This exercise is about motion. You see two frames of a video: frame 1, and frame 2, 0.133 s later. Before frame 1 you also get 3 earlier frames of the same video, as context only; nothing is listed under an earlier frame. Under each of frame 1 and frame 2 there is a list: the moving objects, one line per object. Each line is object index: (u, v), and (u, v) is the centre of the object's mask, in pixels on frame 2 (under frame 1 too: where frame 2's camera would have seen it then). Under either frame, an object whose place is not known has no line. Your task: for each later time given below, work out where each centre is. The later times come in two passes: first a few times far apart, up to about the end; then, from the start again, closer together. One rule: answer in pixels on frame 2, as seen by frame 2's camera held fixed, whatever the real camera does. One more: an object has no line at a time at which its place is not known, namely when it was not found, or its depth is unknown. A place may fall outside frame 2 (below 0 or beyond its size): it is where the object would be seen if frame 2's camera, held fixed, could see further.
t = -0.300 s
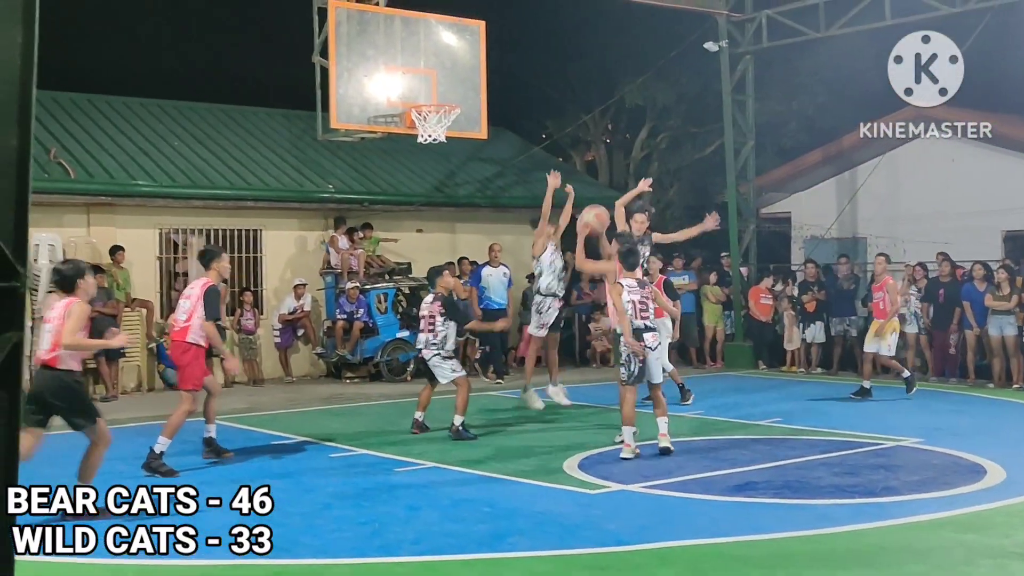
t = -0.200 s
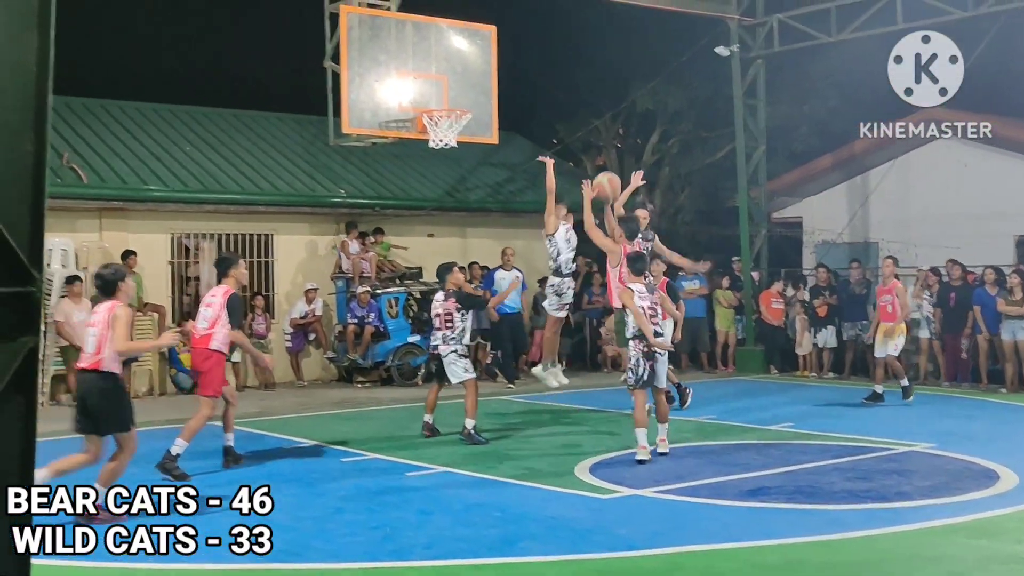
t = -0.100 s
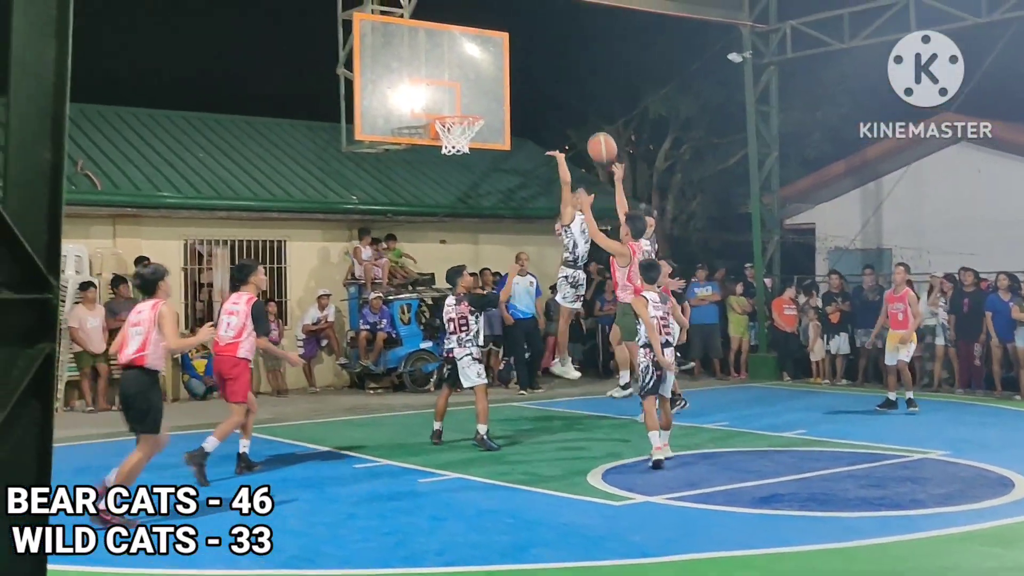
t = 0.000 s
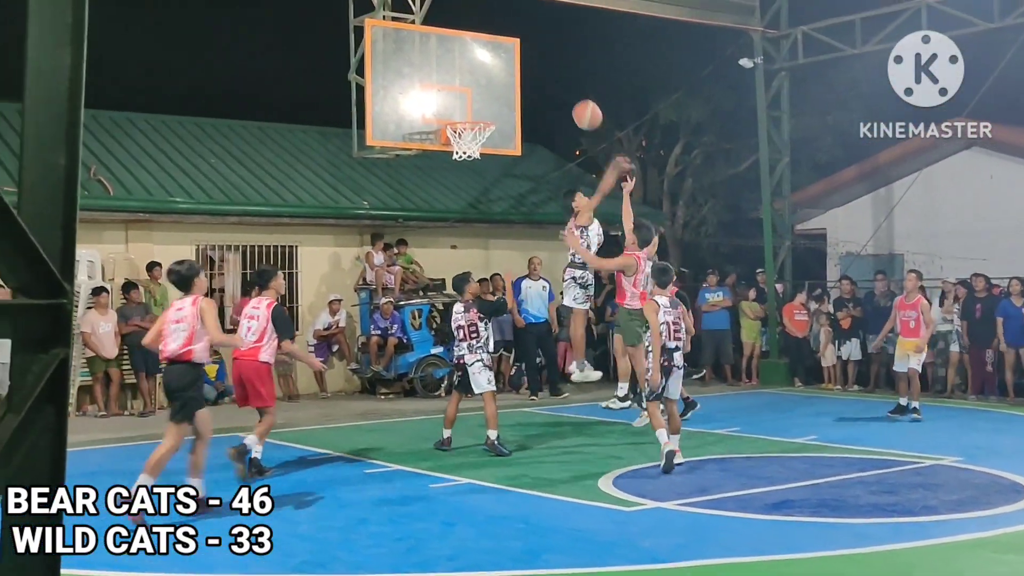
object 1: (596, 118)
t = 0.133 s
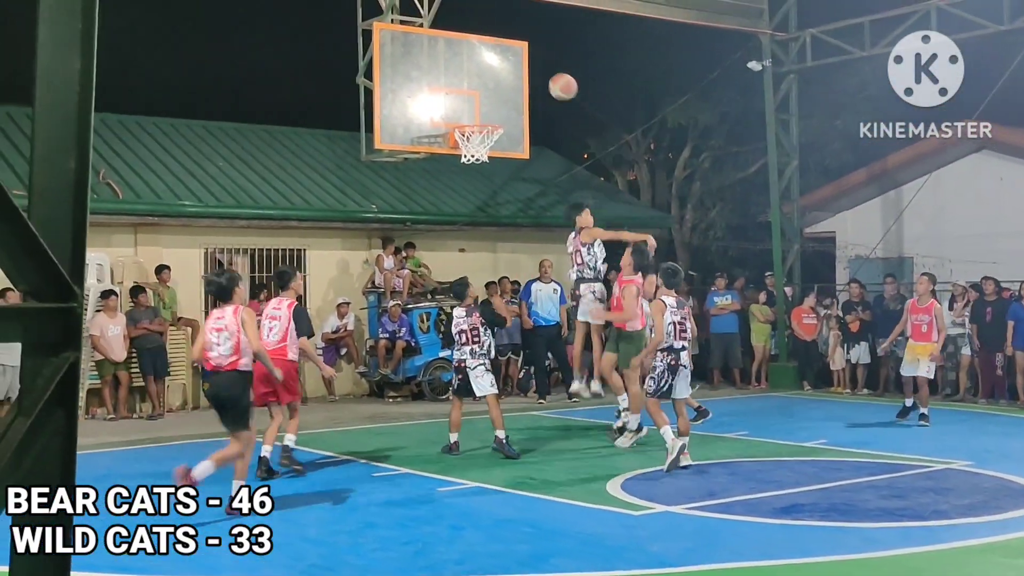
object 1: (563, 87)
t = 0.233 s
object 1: (540, 77)
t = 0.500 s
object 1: (482, 101)
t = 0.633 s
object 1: (473, 121)
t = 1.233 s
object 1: (466, 182)
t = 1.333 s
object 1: (460, 212)
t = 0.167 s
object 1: (555, 82)
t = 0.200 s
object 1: (547, 79)
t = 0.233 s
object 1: (540, 77)
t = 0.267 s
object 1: (533, 76)
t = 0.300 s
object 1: (526, 77)
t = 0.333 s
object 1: (518, 78)
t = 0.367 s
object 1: (510, 81)
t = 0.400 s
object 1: (504, 84)
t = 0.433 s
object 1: (496, 89)
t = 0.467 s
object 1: (489, 94)
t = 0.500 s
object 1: (482, 101)
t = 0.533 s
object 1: (476, 109)
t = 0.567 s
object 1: (469, 117)
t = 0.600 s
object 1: (468, 119)
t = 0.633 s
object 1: (473, 121)
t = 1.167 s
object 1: (470, 170)
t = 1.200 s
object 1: (468, 175)
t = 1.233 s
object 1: (466, 182)
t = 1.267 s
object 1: (464, 191)
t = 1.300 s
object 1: (462, 201)
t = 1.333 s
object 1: (460, 212)
